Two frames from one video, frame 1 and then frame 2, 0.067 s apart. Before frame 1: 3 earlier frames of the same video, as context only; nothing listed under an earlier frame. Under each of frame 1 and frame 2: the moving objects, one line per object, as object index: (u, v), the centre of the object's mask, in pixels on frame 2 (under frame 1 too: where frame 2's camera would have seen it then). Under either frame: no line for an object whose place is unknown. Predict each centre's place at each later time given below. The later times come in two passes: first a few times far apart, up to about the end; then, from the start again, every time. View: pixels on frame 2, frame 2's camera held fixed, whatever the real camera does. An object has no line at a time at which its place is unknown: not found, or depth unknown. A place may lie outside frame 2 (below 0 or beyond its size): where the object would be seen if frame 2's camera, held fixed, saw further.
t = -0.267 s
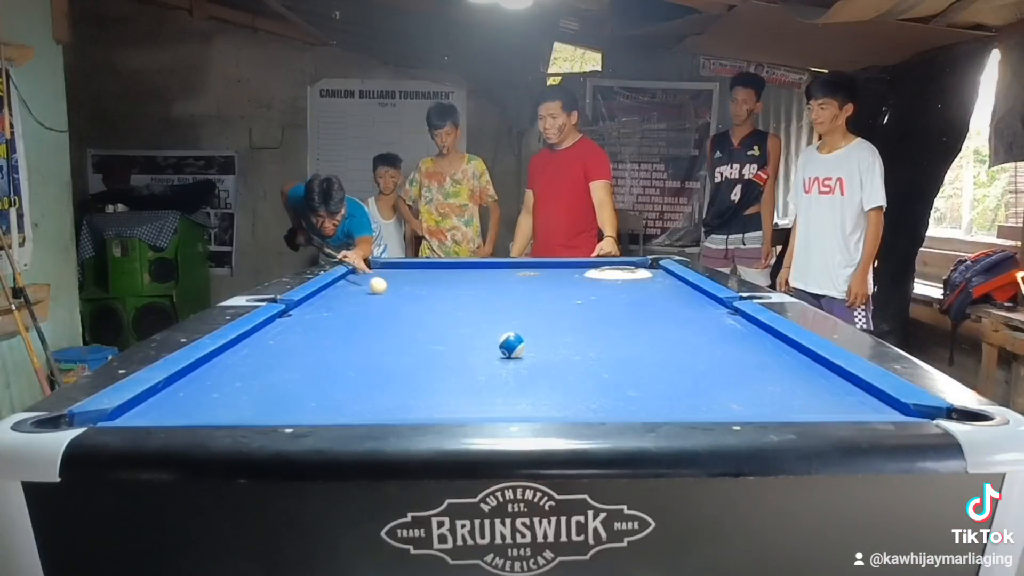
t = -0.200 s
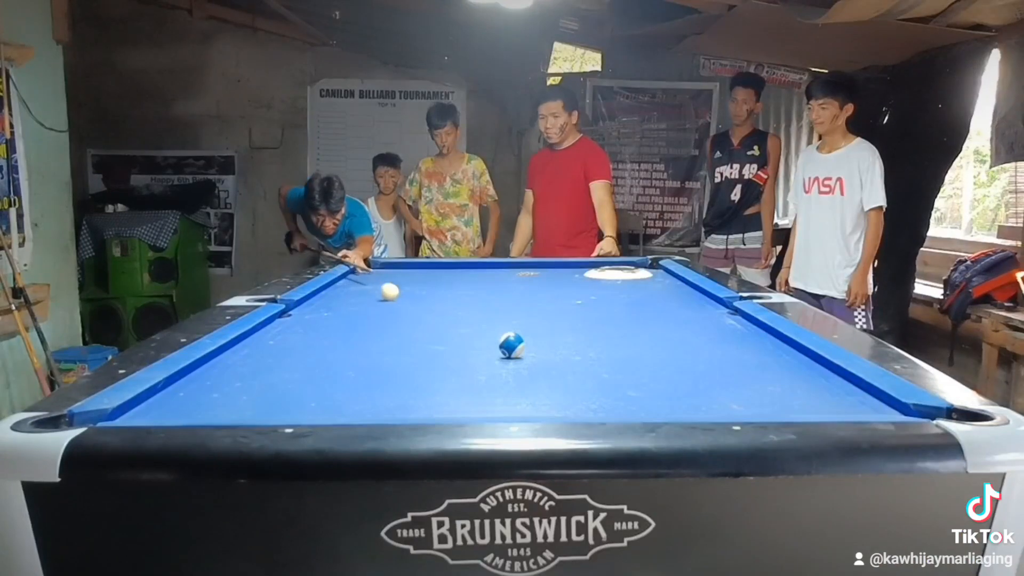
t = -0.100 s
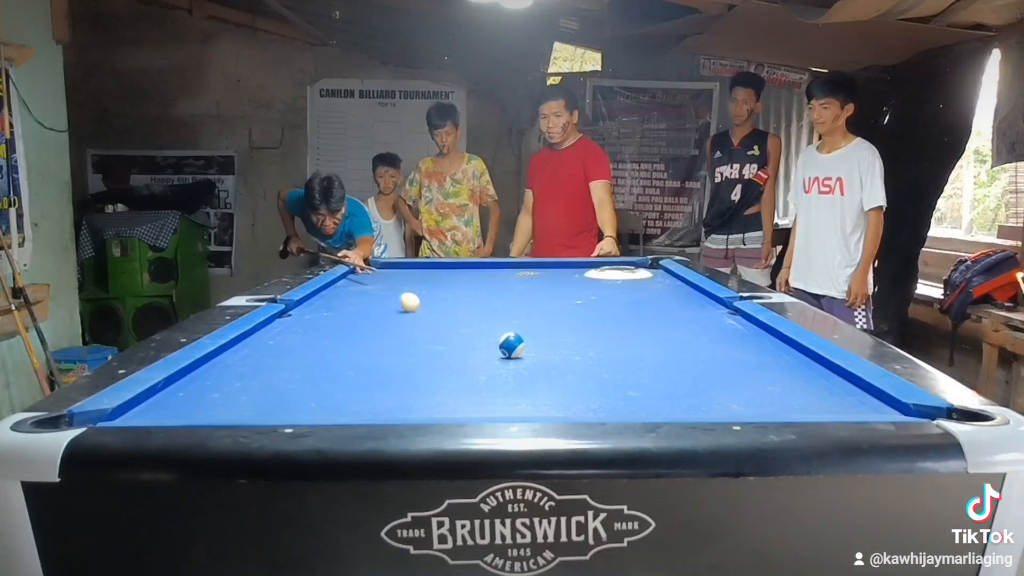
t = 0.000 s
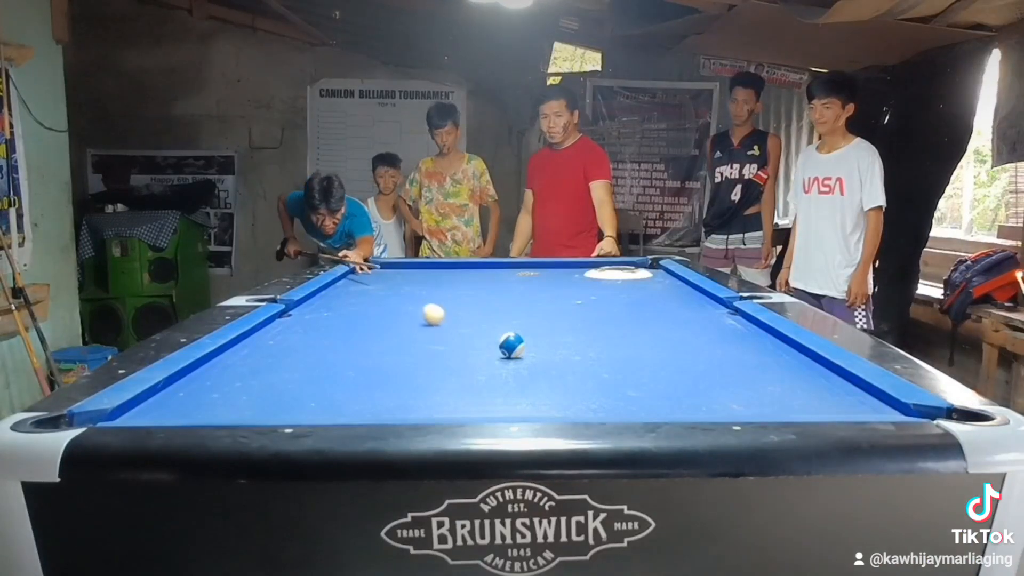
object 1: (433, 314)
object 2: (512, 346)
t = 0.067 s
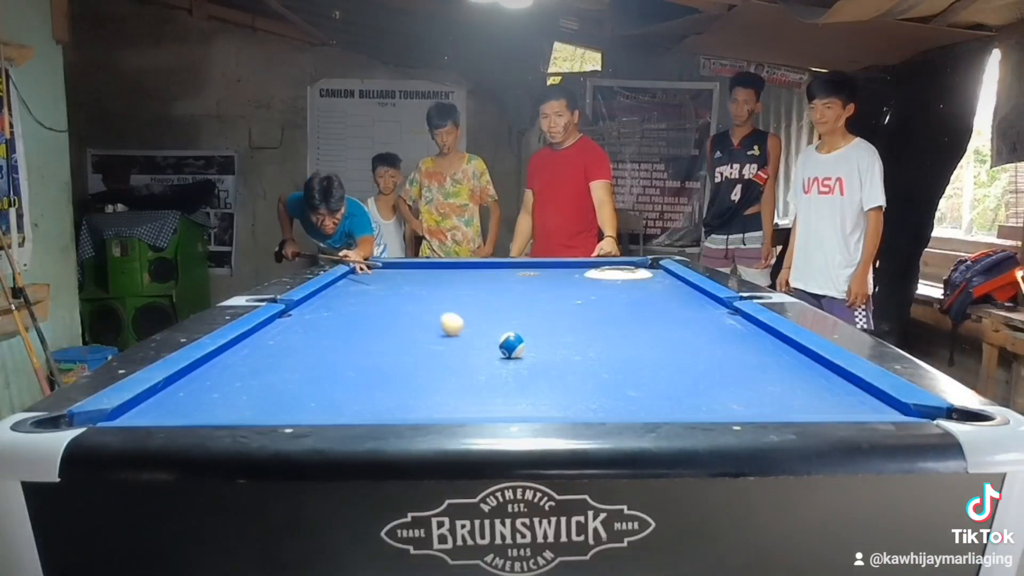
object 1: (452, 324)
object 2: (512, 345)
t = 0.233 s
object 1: (472, 352)
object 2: (546, 347)
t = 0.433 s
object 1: (426, 394)
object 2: (651, 355)
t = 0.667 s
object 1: (396, 396)
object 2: (780, 366)
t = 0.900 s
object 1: (392, 365)
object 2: (788, 376)
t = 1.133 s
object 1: (388, 343)
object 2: (718, 384)
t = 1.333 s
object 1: (386, 328)
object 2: (654, 392)
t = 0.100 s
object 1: (462, 329)
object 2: (512, 345)
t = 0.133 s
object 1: (473, 335)
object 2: (512, 345)
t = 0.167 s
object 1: (486, 341)
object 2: (512, 346)
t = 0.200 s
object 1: (482, 346)
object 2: (526, 346)
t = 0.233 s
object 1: (472, 352)
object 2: (546, 347)
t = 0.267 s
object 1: (463, 358)
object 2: (566, 348)
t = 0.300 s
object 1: (456, 364)
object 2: (585, 351)
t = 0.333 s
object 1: (450, 371)
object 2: (600, 352)
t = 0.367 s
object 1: (442, 378)
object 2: (618, 354)
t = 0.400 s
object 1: (435, 386)
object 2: (634, 356)
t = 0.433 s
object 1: (426, 394)
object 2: (651, 355)
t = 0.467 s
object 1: (417, 401)
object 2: (671, 360)
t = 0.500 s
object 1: (407, 407)
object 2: (687, 359)
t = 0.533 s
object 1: (399, 410)
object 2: (707, 362)
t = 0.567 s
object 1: (398, 407)
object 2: (721, 362)
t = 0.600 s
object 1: (397, 404)
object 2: (742, 362)
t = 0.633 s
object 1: (397, 400)
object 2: (762, 367)
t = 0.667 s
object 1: (396, 396)
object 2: (780, 366)
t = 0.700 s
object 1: (395, 391)
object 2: (803, 370)
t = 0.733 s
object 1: (394, 386)
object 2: (818, 371)
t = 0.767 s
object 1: (394, 382)
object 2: (827, 371)
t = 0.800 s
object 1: (393, 377)
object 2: (817, 372)
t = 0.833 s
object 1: (393, 373)
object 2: (808, 375)
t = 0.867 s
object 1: (392, 369)
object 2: (798, 376)
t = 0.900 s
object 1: (392, 365)
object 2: (788, 376)
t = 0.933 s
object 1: (391, 362)
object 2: (778, 376)
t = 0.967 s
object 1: (391, 358)
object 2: (768, 378)
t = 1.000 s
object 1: (390, 355)
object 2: (757, 379)
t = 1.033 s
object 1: (390, 352)
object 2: (747, 380)
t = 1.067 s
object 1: (389, 349)
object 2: (739, 383)
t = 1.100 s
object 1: (389, 346)
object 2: (727, 384)
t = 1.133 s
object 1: (388, 343)
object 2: (718, 384)
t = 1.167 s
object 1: (388, 340)
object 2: (707, 385)
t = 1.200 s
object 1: (387, 338)
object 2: (696, 386)
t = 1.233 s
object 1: (387, 335)
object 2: (685, 387)
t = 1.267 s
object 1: (386, 333)
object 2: (674, 388)
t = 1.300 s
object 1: (386, 330)
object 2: (665, 391)
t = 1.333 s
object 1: (386, 328)
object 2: (654, 392)
